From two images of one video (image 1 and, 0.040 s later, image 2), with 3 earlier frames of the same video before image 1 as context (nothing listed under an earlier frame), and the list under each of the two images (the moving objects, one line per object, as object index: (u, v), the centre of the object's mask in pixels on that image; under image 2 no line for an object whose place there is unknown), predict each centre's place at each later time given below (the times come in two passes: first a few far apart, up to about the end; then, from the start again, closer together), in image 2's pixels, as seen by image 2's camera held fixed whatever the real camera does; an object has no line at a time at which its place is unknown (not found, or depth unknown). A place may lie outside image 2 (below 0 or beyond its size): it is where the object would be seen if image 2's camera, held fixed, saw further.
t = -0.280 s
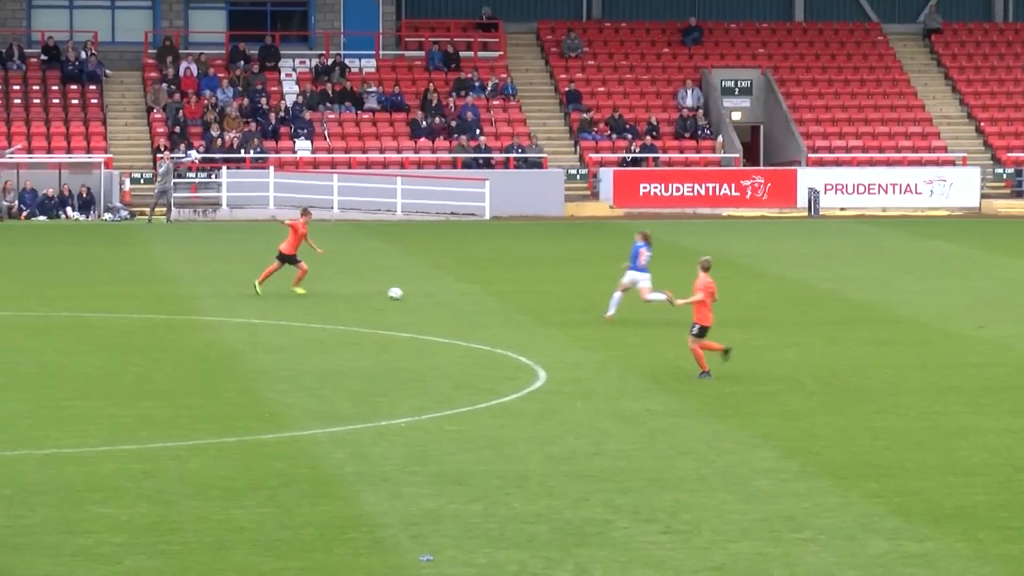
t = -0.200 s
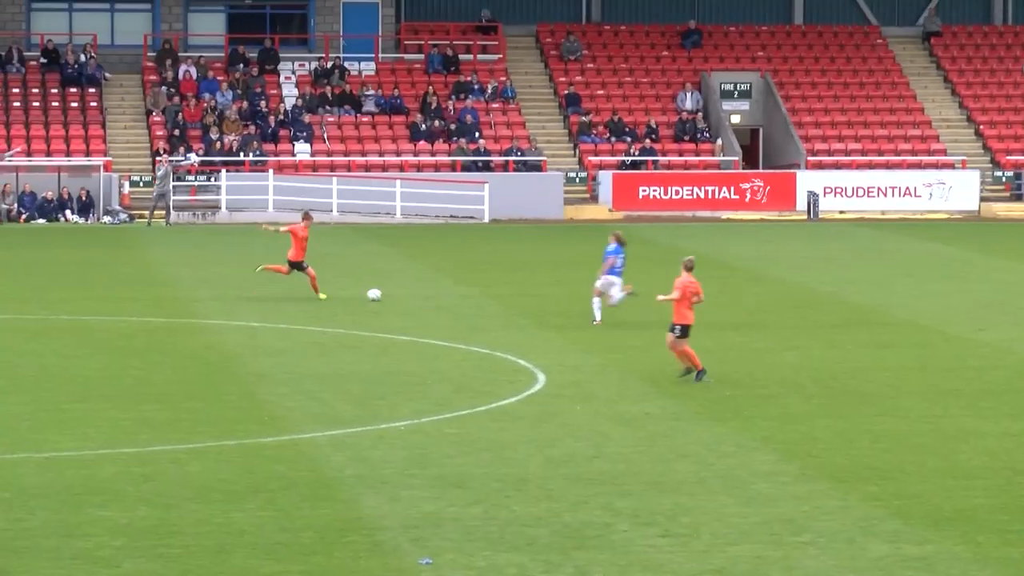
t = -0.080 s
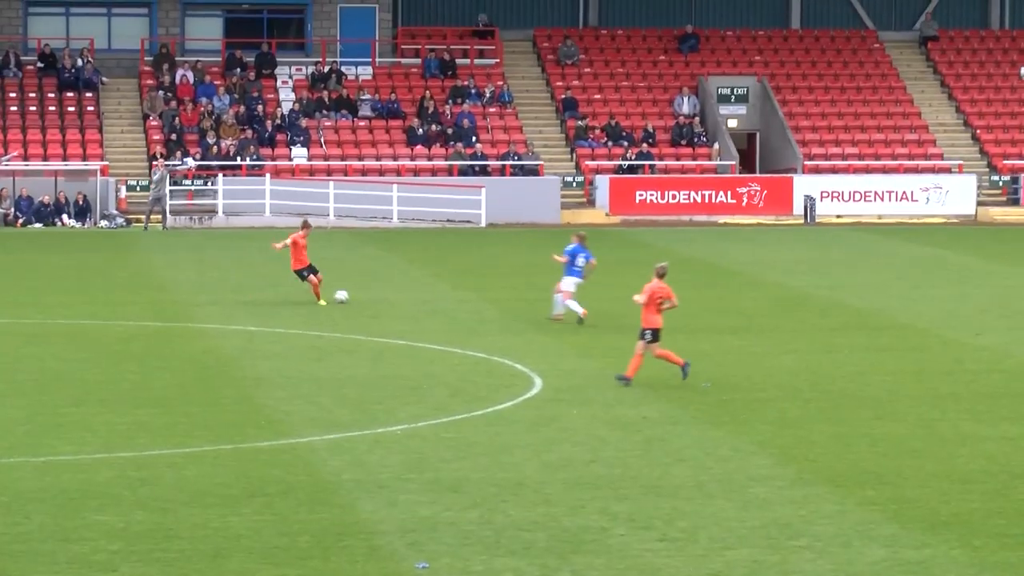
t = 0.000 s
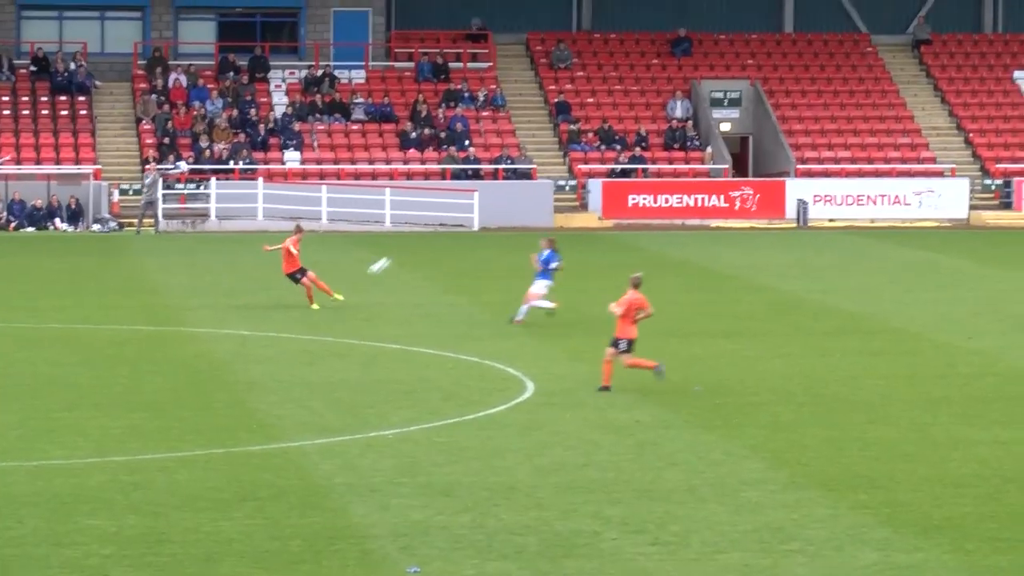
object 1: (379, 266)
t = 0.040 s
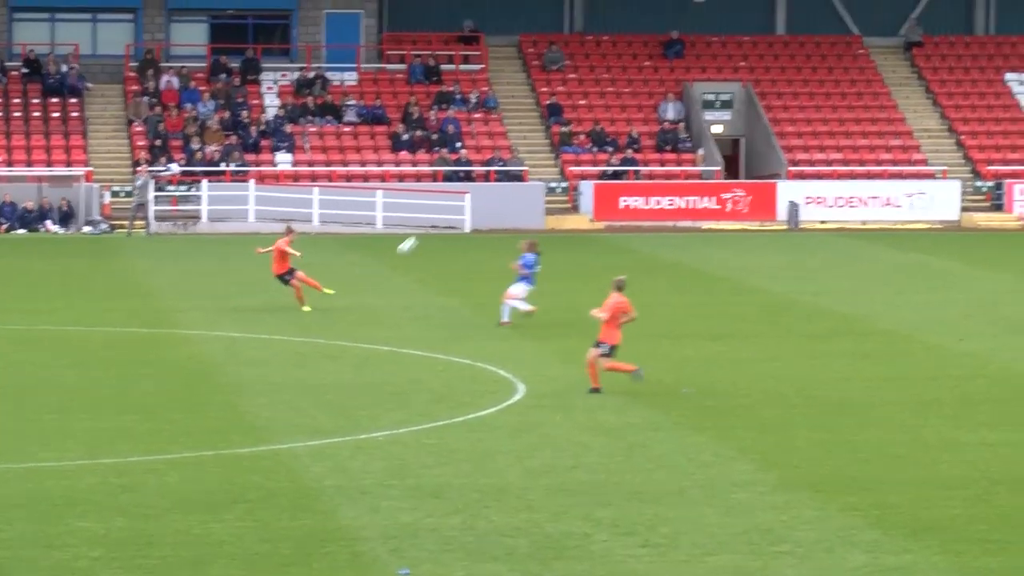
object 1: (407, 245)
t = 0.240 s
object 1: (585, 138)
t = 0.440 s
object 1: (766, 42)
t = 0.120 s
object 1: (478, 200)
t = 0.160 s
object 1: (514, 179)
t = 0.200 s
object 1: (549, 158)
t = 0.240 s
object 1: (585, 138)
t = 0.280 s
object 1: (621, 117)
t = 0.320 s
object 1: (657, 99)
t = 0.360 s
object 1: (693, 79)
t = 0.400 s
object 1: (730, 60)
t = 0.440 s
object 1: (766, 42)
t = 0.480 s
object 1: (803, 24)
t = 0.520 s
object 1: (838, 8)
